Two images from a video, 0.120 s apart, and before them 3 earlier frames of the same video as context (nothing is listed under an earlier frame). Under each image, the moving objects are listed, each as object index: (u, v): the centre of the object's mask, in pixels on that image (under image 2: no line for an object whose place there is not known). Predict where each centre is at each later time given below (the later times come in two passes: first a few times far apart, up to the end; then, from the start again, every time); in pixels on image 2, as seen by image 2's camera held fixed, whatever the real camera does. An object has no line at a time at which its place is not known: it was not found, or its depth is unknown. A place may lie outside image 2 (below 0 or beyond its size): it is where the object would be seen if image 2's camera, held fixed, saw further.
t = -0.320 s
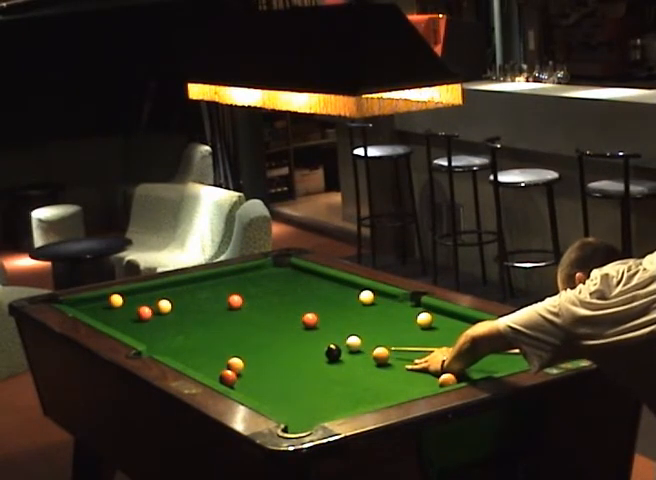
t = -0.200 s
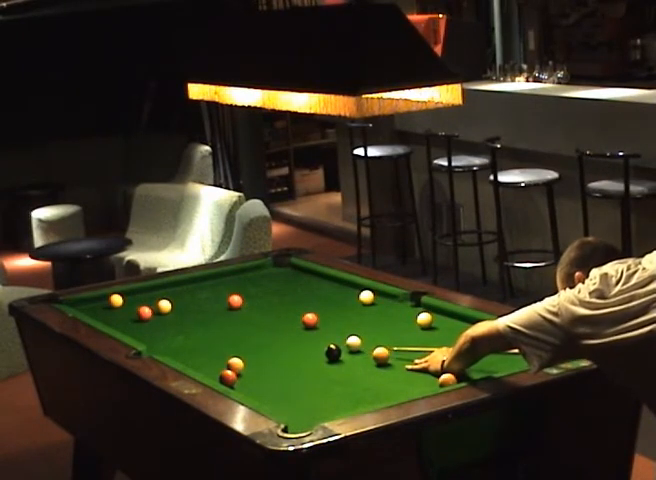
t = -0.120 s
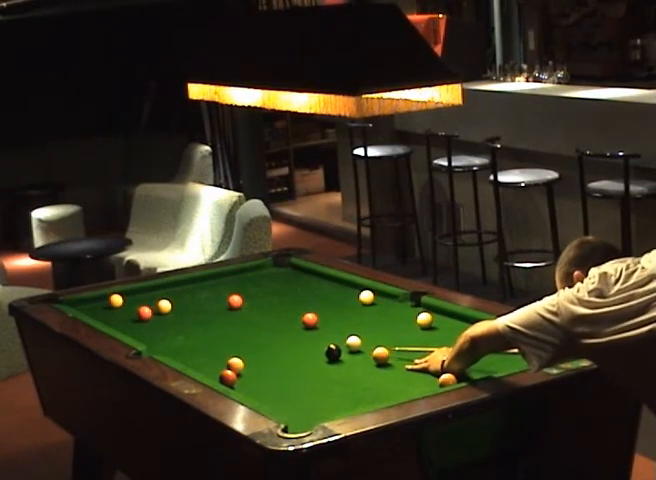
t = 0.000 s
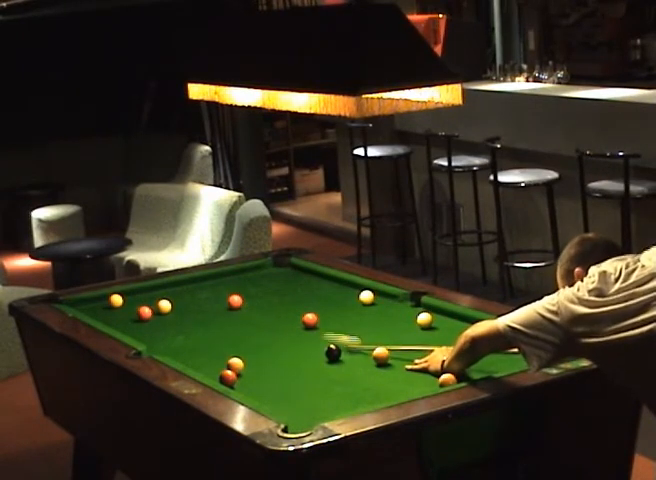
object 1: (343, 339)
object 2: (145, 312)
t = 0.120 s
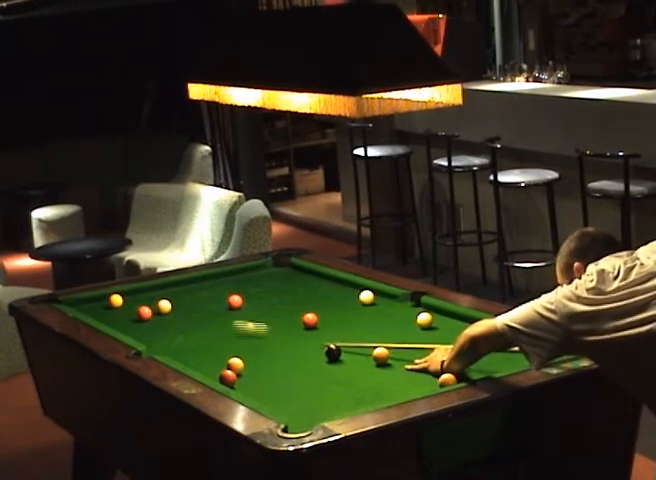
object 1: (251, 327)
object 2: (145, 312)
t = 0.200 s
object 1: (198, 320)
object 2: (145, 312)
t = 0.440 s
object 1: (166, 316)
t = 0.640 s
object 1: (178, 317)
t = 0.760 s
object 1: (185, 317)
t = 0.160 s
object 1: (224, 323)
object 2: (145, 312)
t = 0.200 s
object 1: (198, 320)
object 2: (145, 312)
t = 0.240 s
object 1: (176, 318)
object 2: (145, 312)
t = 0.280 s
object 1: (157, 314)
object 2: (140, 311)
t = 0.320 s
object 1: (157, 314)
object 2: (126, 310)
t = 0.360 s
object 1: (160, 315)
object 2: (106, 307)
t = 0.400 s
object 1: (163, 315)
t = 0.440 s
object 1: (166, 316)
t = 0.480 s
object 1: (168, 316)
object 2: (64, 300)
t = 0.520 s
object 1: (171, 316)
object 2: (52, 301)
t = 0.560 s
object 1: (173, 316)
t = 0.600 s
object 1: (176, 317)
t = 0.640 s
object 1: (178, 317)
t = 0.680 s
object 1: (181, 317)
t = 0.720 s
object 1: (183, 317)
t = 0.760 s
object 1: (185, 317)
